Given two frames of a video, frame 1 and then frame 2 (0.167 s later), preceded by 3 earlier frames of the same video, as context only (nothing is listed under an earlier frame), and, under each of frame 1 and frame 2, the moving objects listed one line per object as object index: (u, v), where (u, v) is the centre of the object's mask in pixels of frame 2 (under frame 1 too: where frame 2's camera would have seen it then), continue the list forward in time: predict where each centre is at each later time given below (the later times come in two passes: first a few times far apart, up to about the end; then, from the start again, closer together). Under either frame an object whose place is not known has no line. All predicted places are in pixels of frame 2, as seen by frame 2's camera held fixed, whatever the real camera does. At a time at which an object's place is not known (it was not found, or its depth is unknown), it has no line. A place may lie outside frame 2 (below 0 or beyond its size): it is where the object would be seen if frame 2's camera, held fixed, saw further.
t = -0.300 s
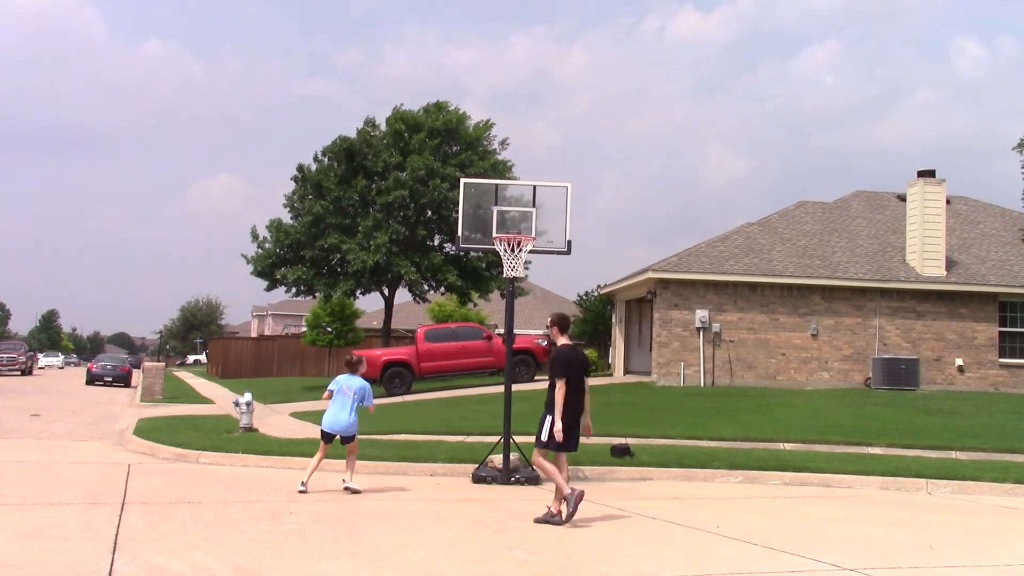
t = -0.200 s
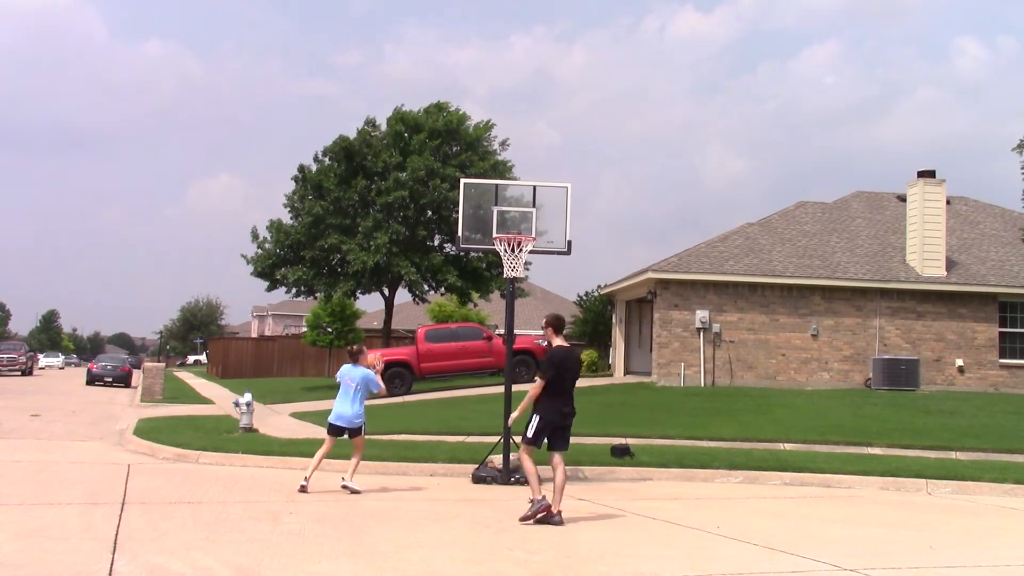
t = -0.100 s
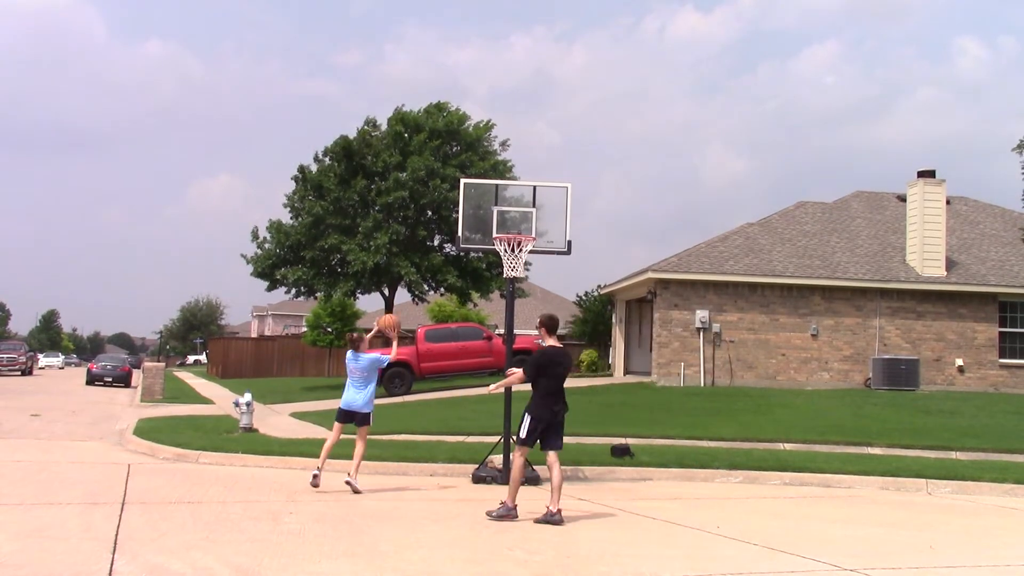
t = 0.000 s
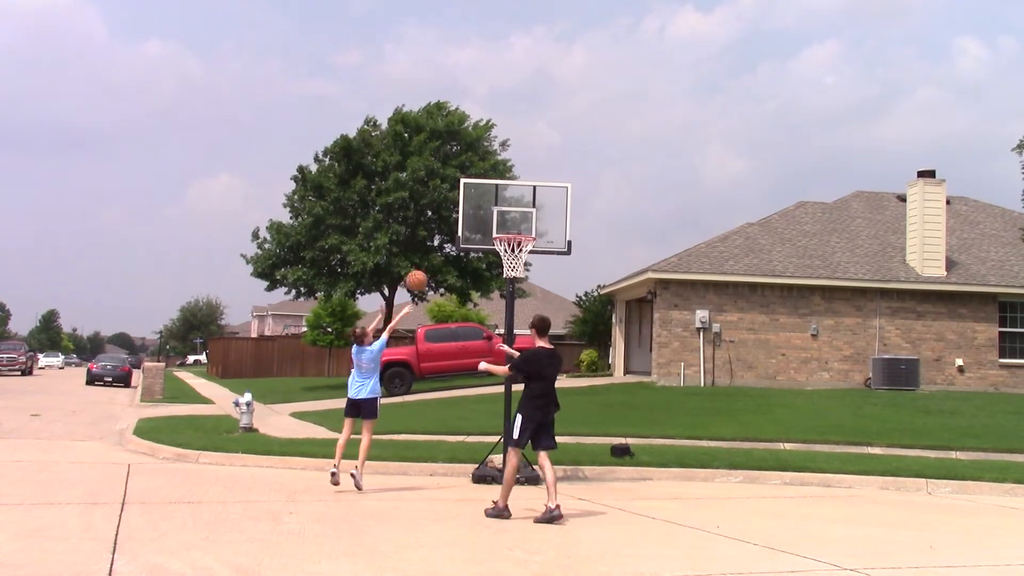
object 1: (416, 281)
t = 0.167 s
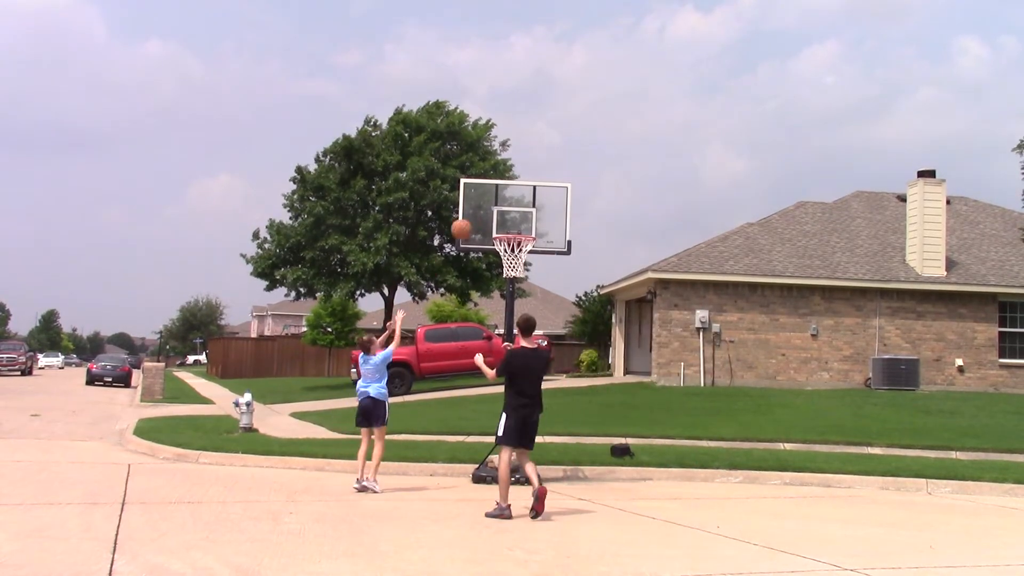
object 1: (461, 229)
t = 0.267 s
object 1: (486, 211)
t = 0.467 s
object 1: (512, 211)
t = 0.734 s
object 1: (522, 227)
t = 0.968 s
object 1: (515, 260)
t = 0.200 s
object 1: (470, 222)
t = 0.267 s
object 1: (486, 211)
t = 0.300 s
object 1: (492, 208)
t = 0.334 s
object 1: (495, 207)
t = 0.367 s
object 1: (500, 206)
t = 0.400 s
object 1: (504, 207)
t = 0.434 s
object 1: (508, 209)
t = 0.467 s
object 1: (512, 211)
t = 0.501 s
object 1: (516, 215)
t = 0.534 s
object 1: (520, 220)
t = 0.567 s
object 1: (525, 225)
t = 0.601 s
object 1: (526, 228)
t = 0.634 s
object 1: (526, 227)
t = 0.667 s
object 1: (524, 226)
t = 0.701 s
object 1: (524, 226)
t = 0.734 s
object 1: (522, 227)
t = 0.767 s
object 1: (521, 228)
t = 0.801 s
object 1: (520, 230)
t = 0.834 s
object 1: (520, 234)
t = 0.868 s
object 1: (518, 241)
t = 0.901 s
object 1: (518, 246)
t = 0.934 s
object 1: (517, 251)
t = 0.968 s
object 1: (515, 260)
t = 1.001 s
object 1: (513, 265)
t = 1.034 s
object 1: (512, 277)
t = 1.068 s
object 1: (510, 281)
